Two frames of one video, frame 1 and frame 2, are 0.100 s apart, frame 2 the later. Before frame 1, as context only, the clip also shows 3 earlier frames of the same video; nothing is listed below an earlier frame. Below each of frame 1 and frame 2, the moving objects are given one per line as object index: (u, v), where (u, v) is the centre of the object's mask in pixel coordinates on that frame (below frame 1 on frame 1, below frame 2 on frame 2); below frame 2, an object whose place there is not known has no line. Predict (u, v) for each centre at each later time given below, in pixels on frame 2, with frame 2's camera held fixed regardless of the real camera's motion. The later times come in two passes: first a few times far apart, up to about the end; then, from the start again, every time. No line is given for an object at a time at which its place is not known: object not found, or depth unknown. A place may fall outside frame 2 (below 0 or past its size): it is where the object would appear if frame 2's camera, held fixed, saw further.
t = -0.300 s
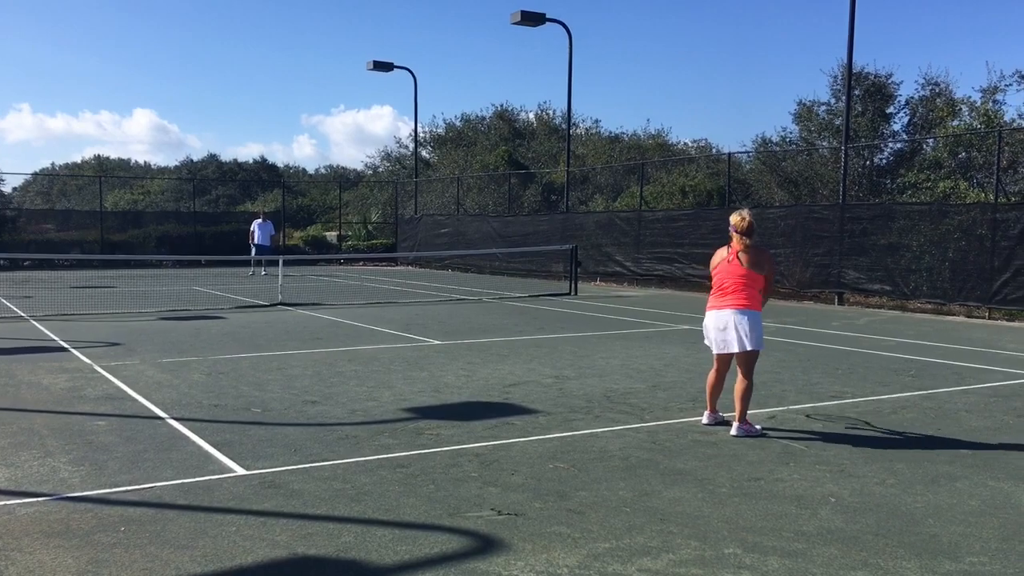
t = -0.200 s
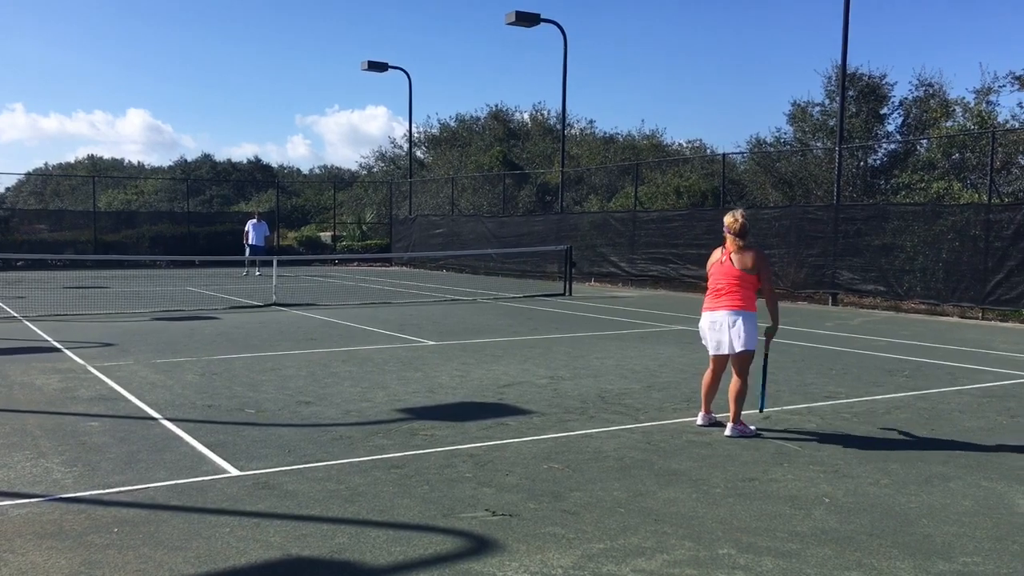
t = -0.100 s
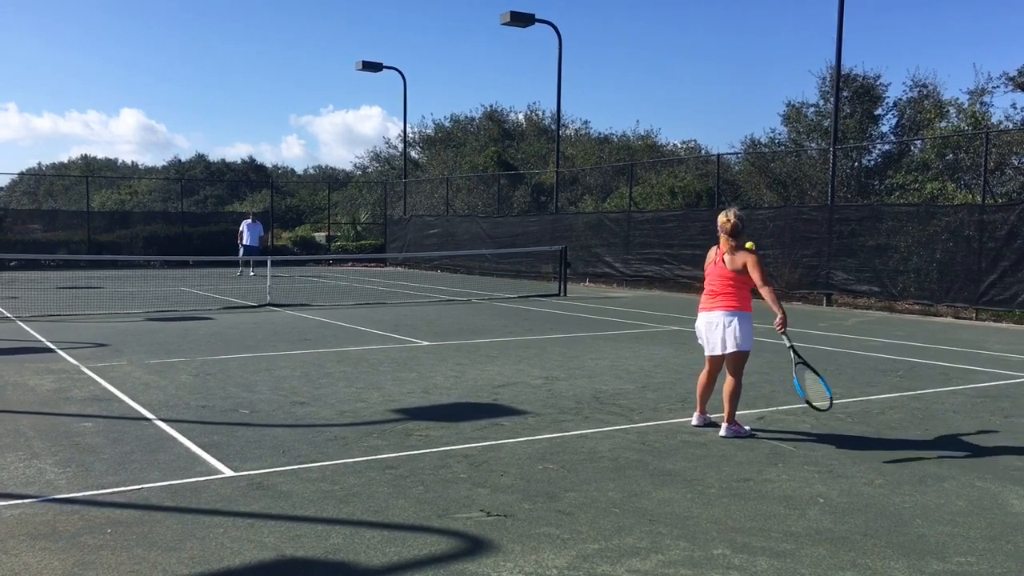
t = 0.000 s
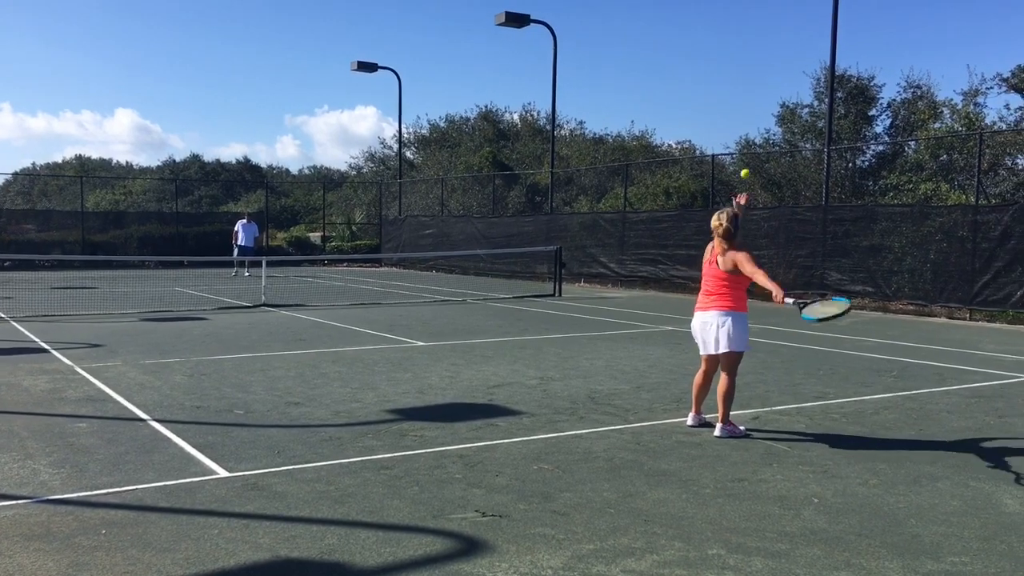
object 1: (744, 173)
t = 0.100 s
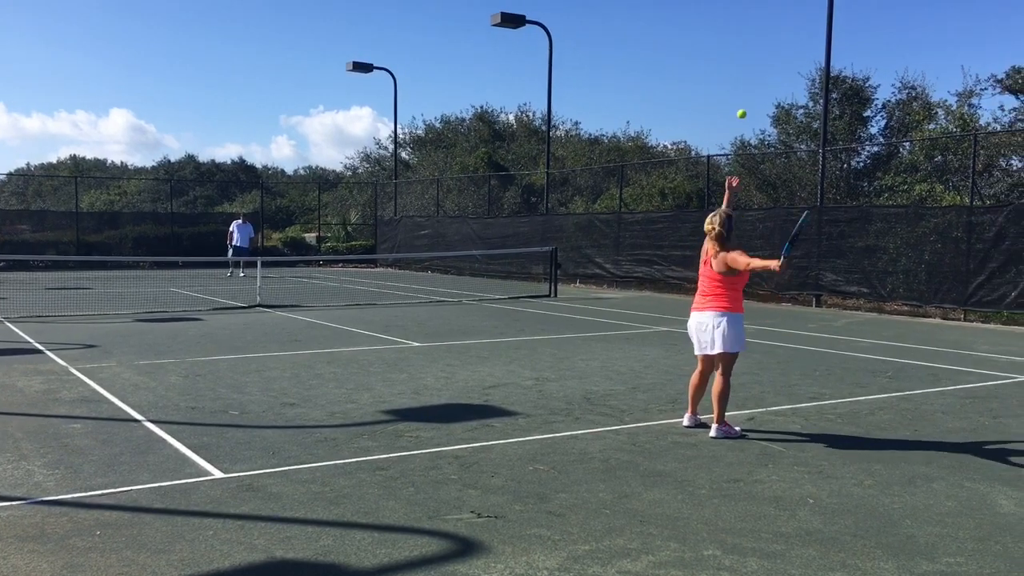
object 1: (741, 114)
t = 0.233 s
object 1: (743, 52)
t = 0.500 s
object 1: (745, -2)
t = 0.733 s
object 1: (745, 26)
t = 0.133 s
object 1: (742, 96)
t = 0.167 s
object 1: (742, 80)
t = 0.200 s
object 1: (742, 65)
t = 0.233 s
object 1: (743, 52)
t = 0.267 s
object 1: (743, 40)
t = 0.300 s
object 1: (743, 30)
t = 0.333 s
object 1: (744, 20)
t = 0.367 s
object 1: (744, 13)
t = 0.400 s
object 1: (744, 7)
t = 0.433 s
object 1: (745, 2)
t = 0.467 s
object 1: (745, -1)
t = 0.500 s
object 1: (745, -2)
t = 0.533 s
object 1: (745, -3)
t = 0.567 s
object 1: (745, -2)
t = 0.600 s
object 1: (745, 1)
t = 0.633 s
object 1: (745, 5)
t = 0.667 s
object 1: (745, 11)
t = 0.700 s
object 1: (745, 18)
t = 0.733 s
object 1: (745, 26)
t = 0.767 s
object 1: (744, 36)
